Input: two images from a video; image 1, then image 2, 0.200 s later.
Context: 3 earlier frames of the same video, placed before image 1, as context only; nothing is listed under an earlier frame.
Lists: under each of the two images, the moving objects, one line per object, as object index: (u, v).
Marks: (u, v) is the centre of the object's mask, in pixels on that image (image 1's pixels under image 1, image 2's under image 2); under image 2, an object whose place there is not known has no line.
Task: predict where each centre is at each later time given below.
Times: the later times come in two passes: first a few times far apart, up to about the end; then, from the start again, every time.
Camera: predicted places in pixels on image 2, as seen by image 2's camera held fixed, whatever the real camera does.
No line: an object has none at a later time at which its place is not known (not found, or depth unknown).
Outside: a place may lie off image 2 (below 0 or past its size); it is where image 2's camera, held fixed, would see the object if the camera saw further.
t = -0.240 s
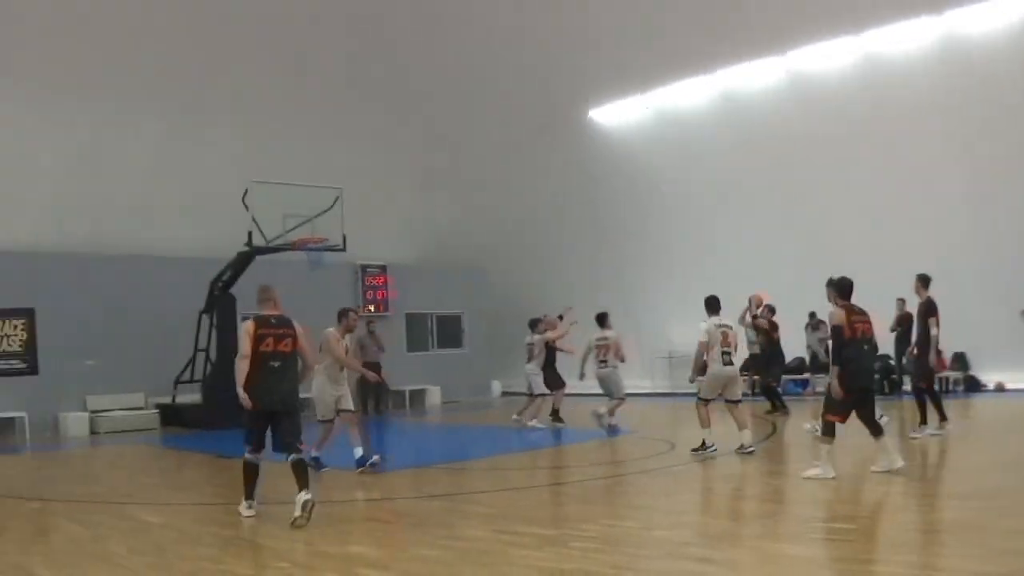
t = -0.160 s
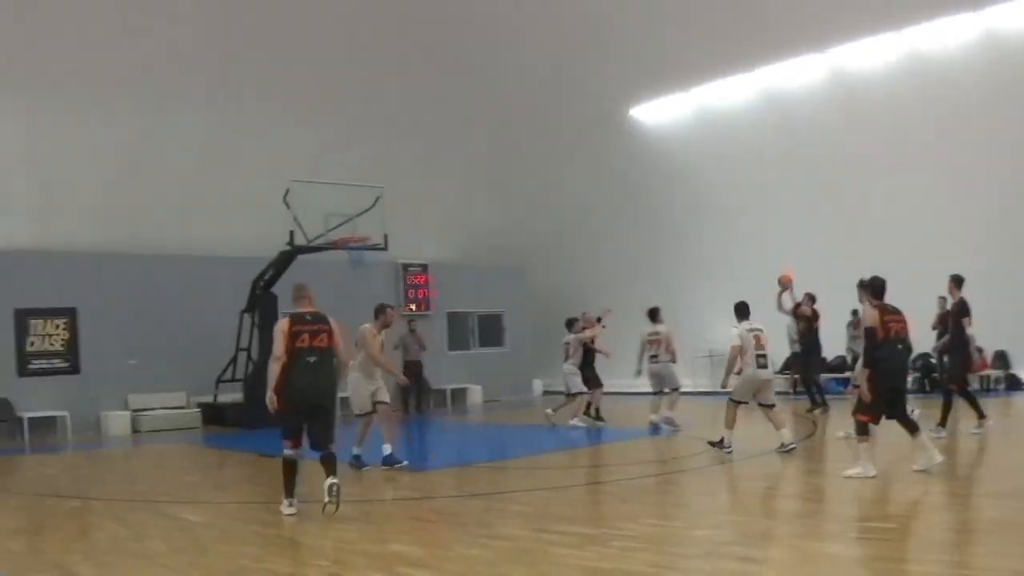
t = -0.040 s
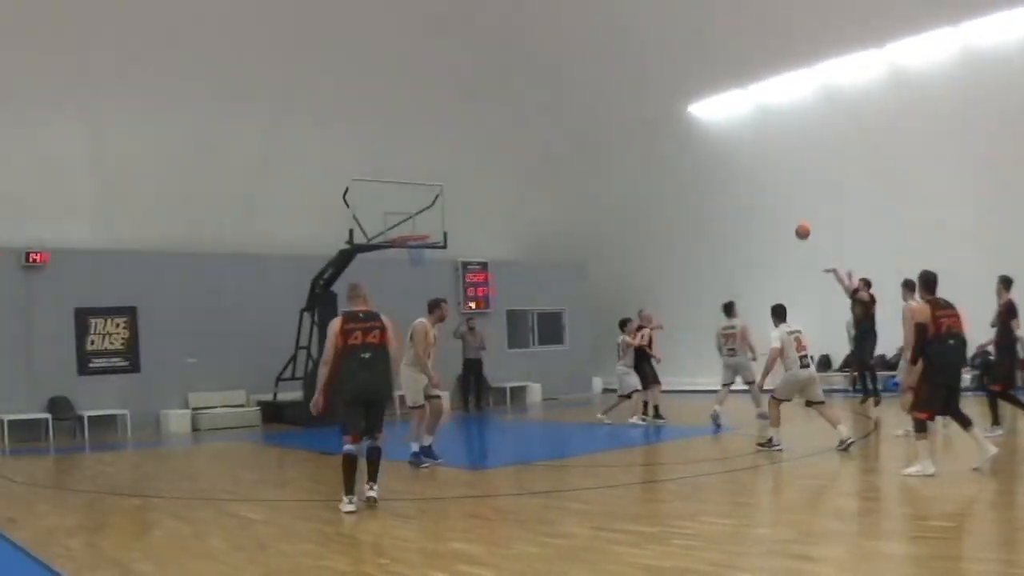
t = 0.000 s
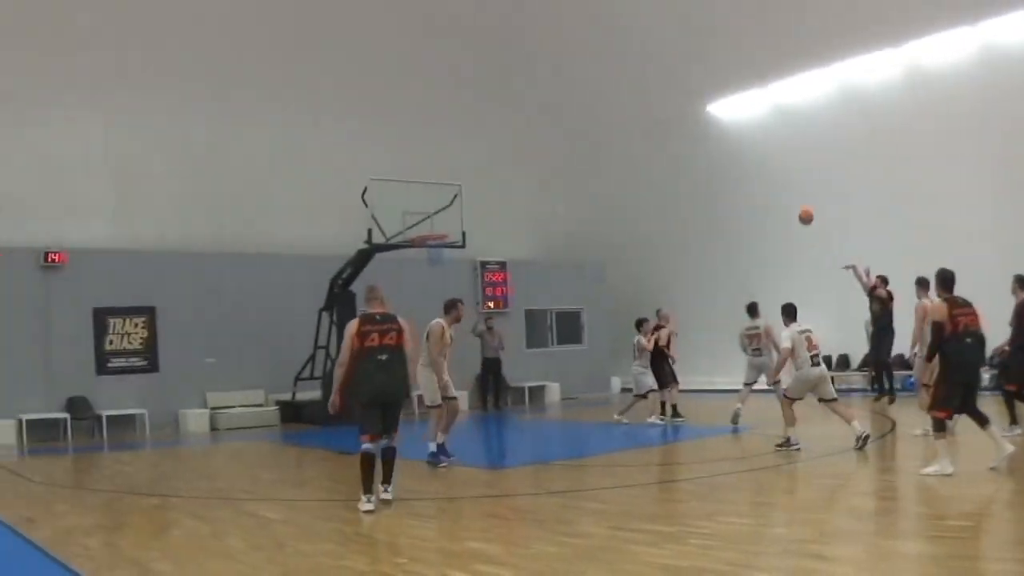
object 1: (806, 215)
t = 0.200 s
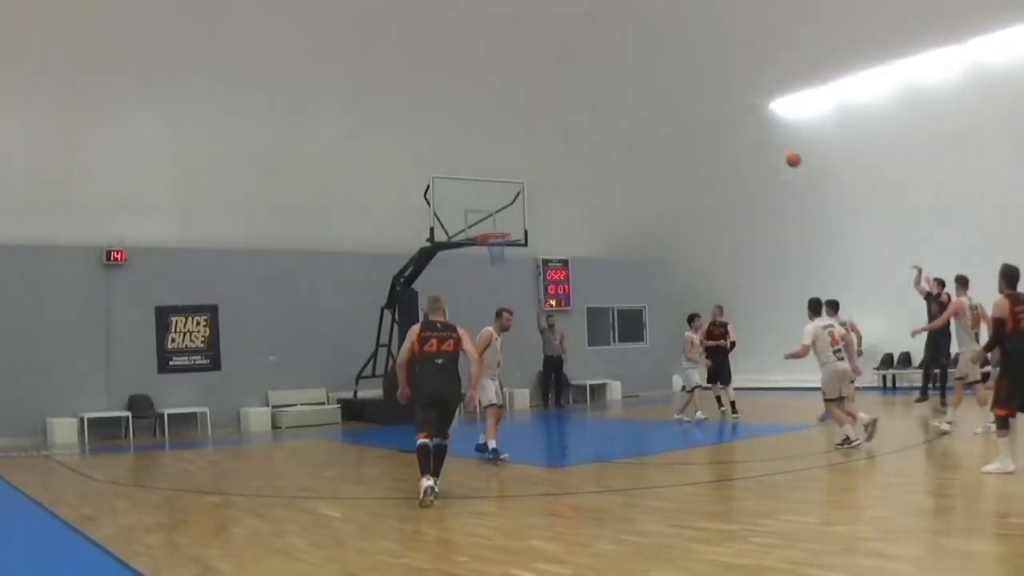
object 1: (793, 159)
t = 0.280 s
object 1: (764, 145)
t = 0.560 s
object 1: (663, 126)
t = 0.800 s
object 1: (583, 148)
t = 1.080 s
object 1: (493, 217)
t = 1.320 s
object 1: (474, 197)
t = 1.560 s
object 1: (468, 193)
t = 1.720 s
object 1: (465, 211)
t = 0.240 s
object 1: (778, 152)
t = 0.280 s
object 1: (764, 145)
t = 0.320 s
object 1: (748, 138)
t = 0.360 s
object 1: (734, 135)
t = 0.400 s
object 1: (719, 131)
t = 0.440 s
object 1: (706, 128)
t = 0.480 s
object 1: (690, 126)
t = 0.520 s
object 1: (678, 125)
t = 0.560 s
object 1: (663, 126)
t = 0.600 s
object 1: (649, 127)
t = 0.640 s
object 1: (636, 130)
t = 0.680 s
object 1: (622, 134)
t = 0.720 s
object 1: (609, 137)
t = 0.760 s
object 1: (596, 143)
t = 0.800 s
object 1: (583, 148)
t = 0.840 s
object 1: (569, 155)
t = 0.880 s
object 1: (557, 163)
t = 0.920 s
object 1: (544, 172)
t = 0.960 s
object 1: (531, 181)
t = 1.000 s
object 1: (519, 192)
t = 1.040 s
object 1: (505, 204)
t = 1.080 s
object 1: (493, 217)
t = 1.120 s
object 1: (481, 227)
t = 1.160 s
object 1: (478, 218)
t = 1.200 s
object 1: (477, 212)
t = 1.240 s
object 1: (476, 206)
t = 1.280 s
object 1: (475, 201)
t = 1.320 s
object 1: (474, 197)
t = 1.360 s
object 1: (473, 194)
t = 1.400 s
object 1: (472, 192)
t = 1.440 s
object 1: (471, 191)
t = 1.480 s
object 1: (470, 190)
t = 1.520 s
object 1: (469, 191)
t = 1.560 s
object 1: (468, 193)
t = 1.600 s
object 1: (468, 196)
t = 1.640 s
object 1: (467, 200)
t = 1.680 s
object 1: (466, 205)
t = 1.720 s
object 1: (465, 211)
